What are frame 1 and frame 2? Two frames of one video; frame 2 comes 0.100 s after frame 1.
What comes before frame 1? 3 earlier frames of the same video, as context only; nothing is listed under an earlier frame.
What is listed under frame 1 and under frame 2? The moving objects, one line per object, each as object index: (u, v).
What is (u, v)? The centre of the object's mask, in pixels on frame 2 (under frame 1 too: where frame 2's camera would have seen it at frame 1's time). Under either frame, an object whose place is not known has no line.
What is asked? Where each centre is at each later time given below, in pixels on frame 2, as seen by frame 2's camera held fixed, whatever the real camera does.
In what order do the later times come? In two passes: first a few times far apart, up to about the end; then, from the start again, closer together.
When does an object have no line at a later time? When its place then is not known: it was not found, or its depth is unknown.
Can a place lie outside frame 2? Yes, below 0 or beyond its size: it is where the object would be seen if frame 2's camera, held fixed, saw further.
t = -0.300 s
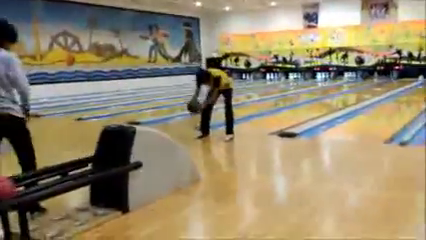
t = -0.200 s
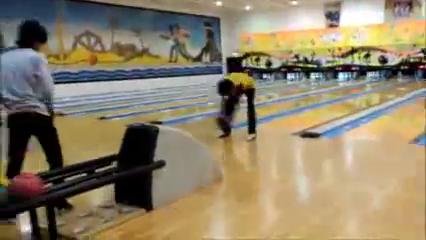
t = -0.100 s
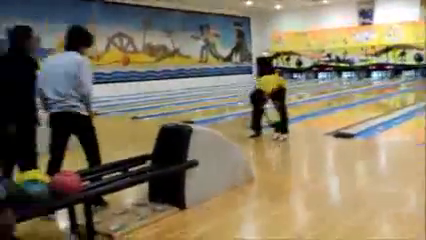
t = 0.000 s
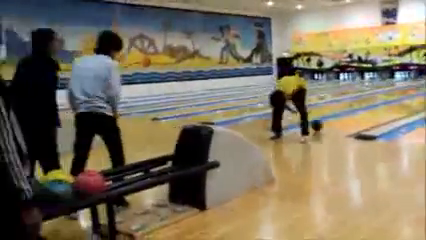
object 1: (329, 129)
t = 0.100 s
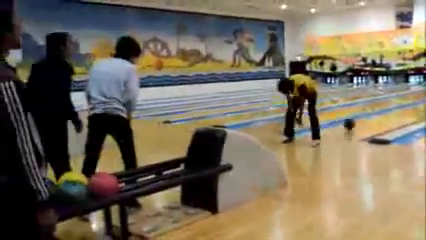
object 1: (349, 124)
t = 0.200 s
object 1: (363, 120)
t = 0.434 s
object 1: (392, 111)
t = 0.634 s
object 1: (412, 106)
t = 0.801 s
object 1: (424, 103)
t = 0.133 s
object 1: (353, 123)
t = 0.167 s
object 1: (359, 121)
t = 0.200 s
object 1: (363, 120)
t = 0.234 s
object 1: (369, 118)
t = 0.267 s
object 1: (372, 117)
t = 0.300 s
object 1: (377, 116)
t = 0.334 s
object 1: (380, 115)
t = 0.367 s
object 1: (385, 113)
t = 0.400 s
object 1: (387, 113)
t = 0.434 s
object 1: (392, 111)
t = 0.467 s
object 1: (395, 111)
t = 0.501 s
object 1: (399, 110)
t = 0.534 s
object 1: (401, 108)
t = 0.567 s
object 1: (406, 108)
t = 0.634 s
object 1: (412, 106)
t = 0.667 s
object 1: (414, 106)
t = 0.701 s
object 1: (418, 105)
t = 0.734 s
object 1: (420, 104)
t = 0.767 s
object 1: (423, 102)
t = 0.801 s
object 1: (424, 103)
